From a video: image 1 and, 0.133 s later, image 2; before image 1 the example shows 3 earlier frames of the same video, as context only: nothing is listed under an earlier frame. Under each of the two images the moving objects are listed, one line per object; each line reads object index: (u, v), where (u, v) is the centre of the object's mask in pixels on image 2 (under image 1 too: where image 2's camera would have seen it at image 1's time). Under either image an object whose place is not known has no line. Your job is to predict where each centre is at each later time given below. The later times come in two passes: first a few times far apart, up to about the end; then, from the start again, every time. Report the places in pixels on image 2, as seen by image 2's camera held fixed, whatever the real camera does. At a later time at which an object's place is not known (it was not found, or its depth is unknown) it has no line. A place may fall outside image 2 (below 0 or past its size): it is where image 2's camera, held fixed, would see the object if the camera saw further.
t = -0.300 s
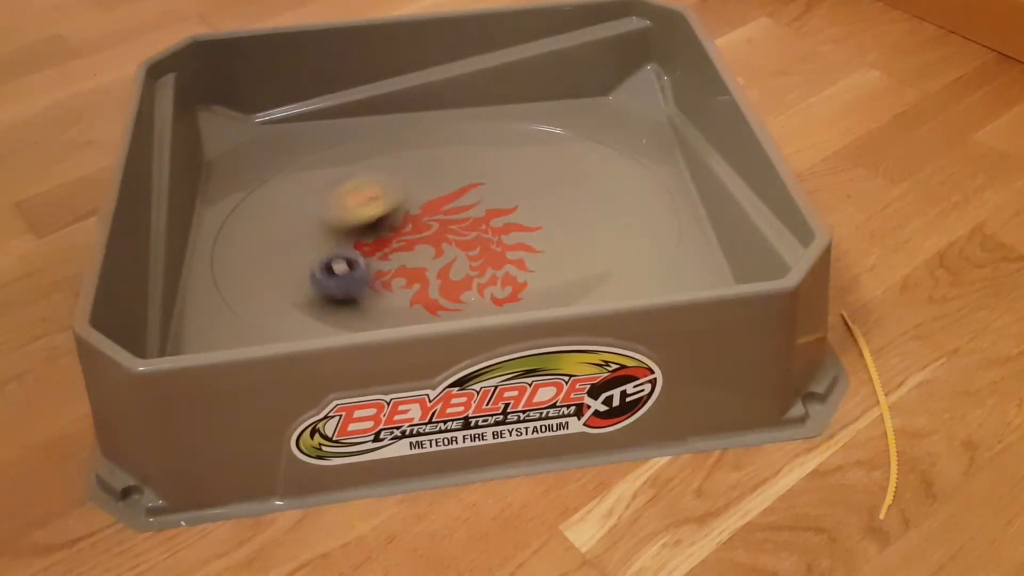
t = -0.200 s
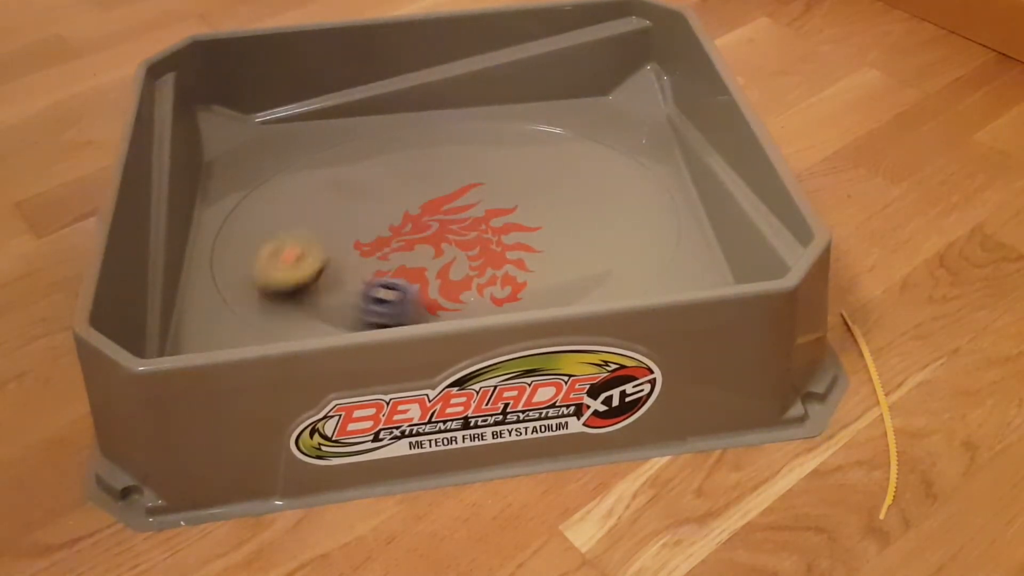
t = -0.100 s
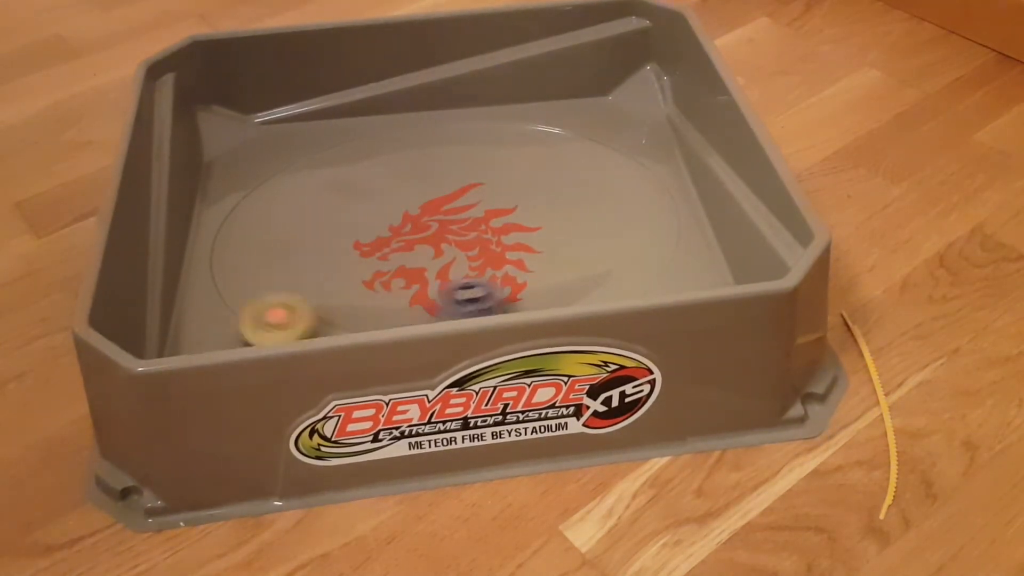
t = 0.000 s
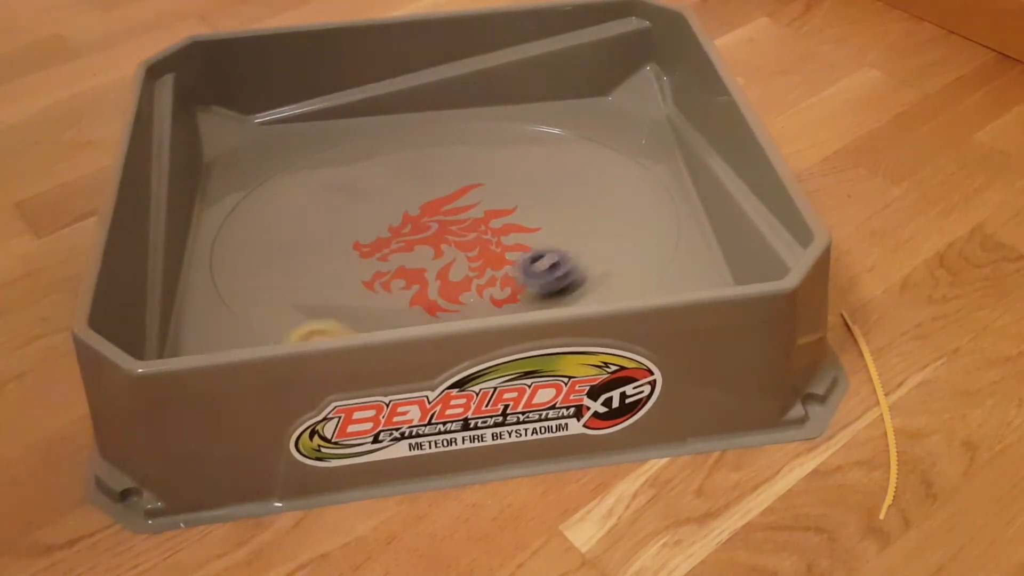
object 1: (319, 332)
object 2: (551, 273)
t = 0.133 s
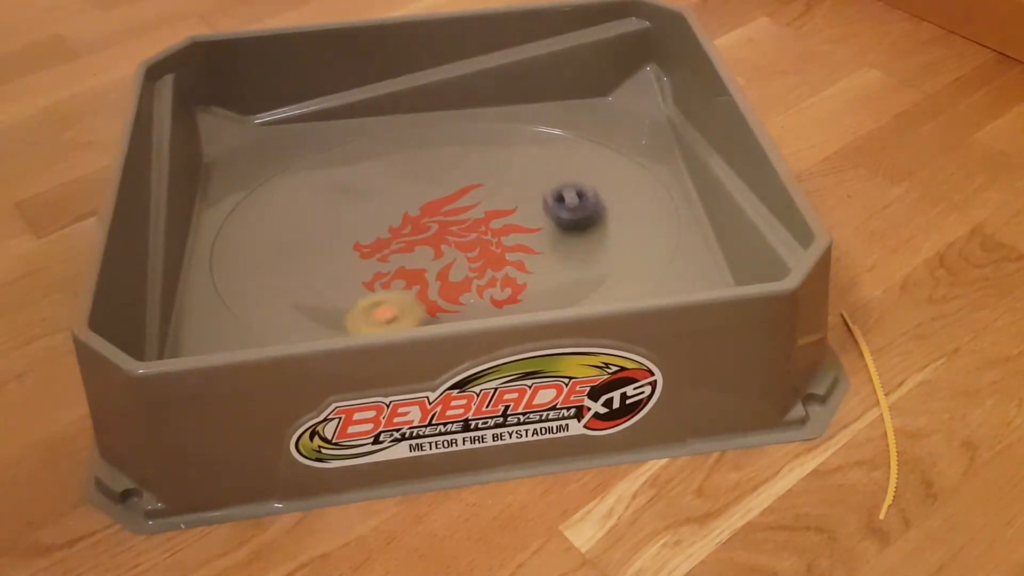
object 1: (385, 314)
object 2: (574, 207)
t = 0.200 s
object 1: (431, 304)
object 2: (552, 179)
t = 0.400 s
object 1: (551, 202)
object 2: (414, 165)
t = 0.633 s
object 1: (467, 107)
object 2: (294, 261)
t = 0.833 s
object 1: (321, 139)
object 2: (423, 310)
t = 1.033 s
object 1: (215, 226)
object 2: (577, 250)
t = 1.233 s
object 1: (297, 324)
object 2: (543, 162)
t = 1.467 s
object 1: (550, 298)
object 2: (370, 179)
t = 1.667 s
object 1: (674, 194)
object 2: (323, 274)
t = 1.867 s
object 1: (534, 114)
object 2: (465, 302)
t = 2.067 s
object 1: (340, 136)
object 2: (589, 233)
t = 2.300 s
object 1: (211, 237)
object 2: (511, 158)
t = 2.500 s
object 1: (352, 325)
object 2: (368, 199)
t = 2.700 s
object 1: (586, 289)
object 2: (348, 288)
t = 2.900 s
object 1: (671, 186)
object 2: (497, 298)
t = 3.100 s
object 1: (545, 116)
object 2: (587, 222)
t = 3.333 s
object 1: (360, 130)
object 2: (477, 166)
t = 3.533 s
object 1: (241, 190)
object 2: (340, 219)
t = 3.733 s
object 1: (226, 286)
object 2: (358, 302)
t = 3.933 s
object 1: (370, 325)
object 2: (516, 292)
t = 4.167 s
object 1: (594, 284)
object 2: (560, 196)
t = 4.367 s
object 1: (670, 185)
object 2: (439, 172)
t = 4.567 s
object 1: (560, 118)
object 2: (326, 234)
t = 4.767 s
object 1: (413, 117)
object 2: (390, 304)
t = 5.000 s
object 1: (276, 169)
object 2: (553, 258)
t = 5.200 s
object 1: (233, 253)
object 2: (535, 180)
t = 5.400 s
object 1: (304, 324)
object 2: (411, 180)
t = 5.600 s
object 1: (484, 313)
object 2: (339, 255)
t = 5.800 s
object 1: (638, 270)
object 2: (443, 302)
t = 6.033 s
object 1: (651, 159)
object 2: (569, 235)
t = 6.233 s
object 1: (520, 112)
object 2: (510, 175)
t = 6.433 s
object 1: (388, 125)
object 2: (386, 201)
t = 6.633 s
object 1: (283, 182)
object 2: (364, 276)
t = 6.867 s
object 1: (256, 284)
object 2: (509, 288)
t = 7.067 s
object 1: (357, 325)
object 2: (557, 215)
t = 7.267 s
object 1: (528, 305)
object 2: (464, 182)
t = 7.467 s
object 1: (648, 253)
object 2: (358, 230)
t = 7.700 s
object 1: (644, 154)
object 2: (423, 300)
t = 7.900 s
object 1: (536, 113)
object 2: (538, 260)
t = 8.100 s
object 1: (413, 120)
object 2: (515, 193)
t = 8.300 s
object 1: (309, 173)
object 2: (406, 196)
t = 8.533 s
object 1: (320, 296)
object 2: (367, 268)
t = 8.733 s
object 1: (497, 301)
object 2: (464, 285)
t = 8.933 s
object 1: (647, 266)
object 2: (549, 230)
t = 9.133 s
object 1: (675, 216)
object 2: (493, 190)
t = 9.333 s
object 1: (646, 186)
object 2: (391, 218)
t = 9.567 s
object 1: (537, 181)
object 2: (391, 288)
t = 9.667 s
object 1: (459, 195)
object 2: (440, 299)
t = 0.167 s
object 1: (404, 309)
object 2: (566, 192)
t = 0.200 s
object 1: (431, 304)
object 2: (552, 179)
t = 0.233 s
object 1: (454, 297)
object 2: (536, 169)
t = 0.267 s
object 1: (483, 284)
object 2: (514, 163)
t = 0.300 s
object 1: (508, 268)
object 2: (492, 156)
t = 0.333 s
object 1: (530, 245)
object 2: (466, 156)
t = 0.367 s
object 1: (543, 225)
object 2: (440, 158)
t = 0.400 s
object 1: (551, 202)
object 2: (414, 165)
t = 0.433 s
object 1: (553, 181)
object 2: (387, 172)
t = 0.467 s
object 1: (550, 158)
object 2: (360, 184)
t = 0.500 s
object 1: (538, 140)
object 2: (338, 197)
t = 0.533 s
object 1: (524, 127)
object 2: (319, 210)
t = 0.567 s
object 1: (508, 116)
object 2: (303, 227)
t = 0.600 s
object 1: (489, 108)
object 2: (296, 244)
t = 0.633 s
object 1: (467, 107)
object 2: (294, 261)
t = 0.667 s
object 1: (446, 112)
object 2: (301, 277)
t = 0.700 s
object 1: (421, 115)
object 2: (315, 292)
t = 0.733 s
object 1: (395, 118)
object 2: (334, 303)
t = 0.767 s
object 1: (371, 122)
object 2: (358, 311)
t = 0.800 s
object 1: (345, 129)
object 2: (387, 312)
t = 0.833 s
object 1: (321, 139)
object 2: (423, 310)
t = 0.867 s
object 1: (295, 151)
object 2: (456, 306)
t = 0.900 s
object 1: (272, 161)
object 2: (488, 301)
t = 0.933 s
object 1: (252, 175)
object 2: (519, 293)
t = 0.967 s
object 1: (237, 191)
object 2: (546, 283)
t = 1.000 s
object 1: (223, 206)
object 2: (564, 266)
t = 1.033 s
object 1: (215, 226)
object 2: (577, 250)
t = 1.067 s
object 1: (211, 244)
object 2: (585, 231)
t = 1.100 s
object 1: (216, 264)
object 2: (587, 214)
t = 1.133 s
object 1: (227, 286)
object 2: (583, 198)
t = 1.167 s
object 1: (247, 306)
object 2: (574, 183)
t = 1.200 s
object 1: (271, 318)
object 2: (561, 171)
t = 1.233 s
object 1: (297, 324)
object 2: (543, 162)
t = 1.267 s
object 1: (326, 326)
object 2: (523, 155)
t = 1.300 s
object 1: (364, 326)
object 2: (497, 151)
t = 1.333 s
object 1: (399, 325)
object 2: (473, 149)
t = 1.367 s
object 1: (438, 320)
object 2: (448, 153)
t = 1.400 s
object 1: (478, 314)
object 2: (421, 159)
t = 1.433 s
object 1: (519, 306)
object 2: (395, 168)
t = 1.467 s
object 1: (550, 298)
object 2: (370, 179)
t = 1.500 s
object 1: (590, 288)
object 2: (348, 193)
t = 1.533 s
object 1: (618, 276)
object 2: (331, 209)
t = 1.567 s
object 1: (641, 260)
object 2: (319, 225)
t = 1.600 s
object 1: (663, 237)
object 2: (313, 242)
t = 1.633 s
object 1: (675, 217)
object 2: (313, 258)
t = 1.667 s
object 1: (674, 194)
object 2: (323, 274)
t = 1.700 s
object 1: (662, 176)
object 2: (334, 287)
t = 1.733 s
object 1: (644, 157)
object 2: (356, 299)
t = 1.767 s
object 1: (623, 140)
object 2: (378, 307)
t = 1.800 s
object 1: (599, 130)
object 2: (405, 308)
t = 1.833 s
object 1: (566, 120)
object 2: (437, 306)
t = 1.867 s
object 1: (534, 114)
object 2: (465, 302)
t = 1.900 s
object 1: (503, 110)
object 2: (497, 298)
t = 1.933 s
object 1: (468, 110)
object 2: (523, 291)
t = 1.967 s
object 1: (434, 114)
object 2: (549, 280)
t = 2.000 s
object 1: (402, 121)
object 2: (568, 265)
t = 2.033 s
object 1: (371, 128)
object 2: (580, 250)
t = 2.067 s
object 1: (340, 136)
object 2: (589, 233)
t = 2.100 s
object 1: (313, 146)
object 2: (592, 218)
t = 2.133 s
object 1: (287, 155)
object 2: (589, 202)
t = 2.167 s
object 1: (264, 165)
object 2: (582, 189)
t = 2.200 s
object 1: (244, 181)
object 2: (569, 177)
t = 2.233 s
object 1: (229, 197)
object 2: (552, 168)
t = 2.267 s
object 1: (219, 215)
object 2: (533, 162)
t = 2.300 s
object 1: (211, 237)
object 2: (511, 158)
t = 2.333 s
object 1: (213, 259)
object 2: (487, 156)
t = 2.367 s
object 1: (225, 283)
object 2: (463, 160)
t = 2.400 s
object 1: (248, 306)
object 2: (436, 166)
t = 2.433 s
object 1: (277, 320)
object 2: (412, 174)
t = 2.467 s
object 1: (311, 326)
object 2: (389, 185)
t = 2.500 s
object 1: (352, 325)
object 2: (368, 199)
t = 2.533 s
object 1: (393, 324)
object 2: (348, 212)
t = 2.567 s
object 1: (436, 320)
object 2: (334, 228)
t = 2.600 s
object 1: (475, 314)
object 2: (328, 245)
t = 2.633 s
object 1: (516, 305)
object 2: (328, 260)
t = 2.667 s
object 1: (551, 297)
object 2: (336, 275)
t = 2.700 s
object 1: (586, 289)
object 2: (348, 288)
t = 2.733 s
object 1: (613, 278)
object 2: (368, 300)
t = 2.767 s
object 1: (635, 263)
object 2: (388, 306)
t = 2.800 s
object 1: (654, 245)
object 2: (410, 307)
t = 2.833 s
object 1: (669, 226)
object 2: (439, 306)
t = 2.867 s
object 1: (677, 207)
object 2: (466, 303)
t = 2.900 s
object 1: (671, 186)
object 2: (497, 298)
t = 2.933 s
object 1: (657, 170)
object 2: (523, 292)
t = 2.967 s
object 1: (641, 153)
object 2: (546, 284)
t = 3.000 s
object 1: (622, 139)
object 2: (564, 269)
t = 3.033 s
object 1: (600, 129)
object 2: (577, 254)
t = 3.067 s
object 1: (572, 121)
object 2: (585, 238)
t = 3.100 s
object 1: (545, 116)
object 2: (587, 222)
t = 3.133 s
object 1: (517, 111)
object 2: (583, 207)
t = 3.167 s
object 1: (492, 109)
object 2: (574, 194)
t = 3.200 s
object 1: (465, 111)
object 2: (562, 183)
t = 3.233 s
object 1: (437, 113)
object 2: (545, 175)
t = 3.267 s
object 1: (410, 118)
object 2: (526, 169)
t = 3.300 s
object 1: (384, 123)
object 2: (502, 166)
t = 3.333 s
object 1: (360, 130)
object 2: (477, 166)
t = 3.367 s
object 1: (339, 136)
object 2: (453, 169)
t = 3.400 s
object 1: (315, 145)
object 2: (427, 174)
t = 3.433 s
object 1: (294, 154)
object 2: (403, 182)
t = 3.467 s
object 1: (274, 165)
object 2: (381, 193)
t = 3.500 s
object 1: (257, 176)
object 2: (359, 205)
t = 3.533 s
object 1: (241, 190)
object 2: (340, 219)
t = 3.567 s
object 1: (231, 203)
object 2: (327, 235)
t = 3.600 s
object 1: (223, 218)
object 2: (321, 250)
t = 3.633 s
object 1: (217, 235)
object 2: (321, 264)
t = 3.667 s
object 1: (216, 252)
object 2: (329, 278)
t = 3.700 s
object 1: (220, 270)
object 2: (341, 291)
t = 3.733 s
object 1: (226, 286)
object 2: (358, 302)
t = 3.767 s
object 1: (242, 302)
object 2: (380, 307)
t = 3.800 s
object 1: (265, 316)
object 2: (405, 309)
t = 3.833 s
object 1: (283, 321)
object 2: (431, 307)
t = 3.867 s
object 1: (310, 324)
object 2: (459, 304)
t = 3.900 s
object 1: (337, 326)
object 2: (492, 300)
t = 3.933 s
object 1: (370, 325)
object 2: (516, 292)
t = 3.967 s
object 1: (404, 324)
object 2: (539, 283)
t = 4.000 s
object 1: (437, 320)
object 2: (557, 269)
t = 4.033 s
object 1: (471, 314)
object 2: (568, 253)
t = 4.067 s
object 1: (505, 307)
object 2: (574, 237)
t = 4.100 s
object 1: (537, 300)
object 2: (574, 221)
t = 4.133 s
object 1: (569, 291)
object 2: (569, 208)
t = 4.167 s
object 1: (594, 284)
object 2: (560, 196)
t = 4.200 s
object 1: (617, 272)
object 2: (546, 185)
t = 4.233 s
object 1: (635, 256)
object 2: (529, 177)
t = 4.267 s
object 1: (649, 239)
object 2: (509, 172)
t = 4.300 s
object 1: (660, 222)
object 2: (488, 169)
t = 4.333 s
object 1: (668, 205)
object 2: (464, 170)
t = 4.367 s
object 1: (670, 185)
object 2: (439, 172)
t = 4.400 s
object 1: (662, 169)
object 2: (415, 177)
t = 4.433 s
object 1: (643, 156)
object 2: (393, 186)
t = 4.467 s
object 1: (624, 144)
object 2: (371, 195)
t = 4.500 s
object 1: (608, 132)
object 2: (353, 207)
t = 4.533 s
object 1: (584, 125)
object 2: (337, 220)
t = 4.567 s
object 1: (560, 118)
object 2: (326, 234)
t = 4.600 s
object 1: (536, 114)
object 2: (323, 249)
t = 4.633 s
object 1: (511, 111)
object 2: (324, 263)
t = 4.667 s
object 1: (488, 109)
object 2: (333, 276)
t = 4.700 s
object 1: (462, 110)
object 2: (347, 289)
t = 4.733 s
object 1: (436, 114)
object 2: (368, 299)
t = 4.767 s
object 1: (413, 117)
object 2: (390, 304)
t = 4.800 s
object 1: (389, 121)
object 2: (415, 306)
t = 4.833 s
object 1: (367, 126)
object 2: (444, 303)
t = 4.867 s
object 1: (348, 132)
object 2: (469, 299)
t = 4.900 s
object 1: (325, 141)
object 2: (496, 294)
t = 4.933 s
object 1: (307, 149)
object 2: (520, 285)
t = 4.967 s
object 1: (291, 159)
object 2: (539, 273)
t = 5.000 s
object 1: (276, 169)
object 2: (553, 258)
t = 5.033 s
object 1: (263, 181)
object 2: (562, 243)
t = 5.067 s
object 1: (253, 192)
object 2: (566, 229)
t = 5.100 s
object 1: (243, 206)
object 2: (564, 214)
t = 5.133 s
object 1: (236, 222)
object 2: (558, 201)
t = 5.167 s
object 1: (232, 237)
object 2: (549, 190)
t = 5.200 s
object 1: (233, 253)
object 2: (535, 180)
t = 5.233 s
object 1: (236, 269)
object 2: (518, 174)
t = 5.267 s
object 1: (244, 283)
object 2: (500, 170)
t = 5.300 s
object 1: (254, 298)
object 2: (478, 168)
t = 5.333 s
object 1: (269, 311)
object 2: (455, 169)
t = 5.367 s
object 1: (285, 319)
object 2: (432, 174)
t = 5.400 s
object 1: (304, 324)
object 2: (411, 180)
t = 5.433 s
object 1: (327, 325)
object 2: (389, 189)
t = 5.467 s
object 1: (359, 324)
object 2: (371, 202)
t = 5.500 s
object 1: (391, 323)
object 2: (357, 214)
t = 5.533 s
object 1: (419, 322)
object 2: (345, 226)
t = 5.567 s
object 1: (454, 317)
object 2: (339, 240)
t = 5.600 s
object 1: (484, 313)
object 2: (339, 255)
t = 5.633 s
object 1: (513, 308)
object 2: (346, 268)
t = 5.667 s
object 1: (540, 303)
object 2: (356, 280)
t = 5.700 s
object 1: (565, 296)
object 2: (374, 291)
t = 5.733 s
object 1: (598, 289)
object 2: (394, 298)
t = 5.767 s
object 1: (619, 281)
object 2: (419, 302)
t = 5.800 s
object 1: (638, 270)
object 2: (443, 302)
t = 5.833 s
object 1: (654, 254)
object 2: (467, 298)
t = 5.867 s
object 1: (665, 240)
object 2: (494, 294)
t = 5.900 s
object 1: (674, 223)
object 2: (518, 286)
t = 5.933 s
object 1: (677, 208)
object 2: (537, 275)
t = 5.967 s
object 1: (671, 191)
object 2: (552, 262)
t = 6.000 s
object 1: (663, 174)
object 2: (563, 249)
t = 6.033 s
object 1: (651, 159)
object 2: (569, 235)
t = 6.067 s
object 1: (632, 147)
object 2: (570, 222)
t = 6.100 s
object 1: (613, 136)
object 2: (566, 209)
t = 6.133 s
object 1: (591, 127)
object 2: (558, 197)
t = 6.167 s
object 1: (568, 120)
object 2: (546, 187)
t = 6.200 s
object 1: (545, 115)
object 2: (529, 180)
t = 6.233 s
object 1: (520, 112)
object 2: (510, 175)
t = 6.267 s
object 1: (499, 110)
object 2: (491, 173)
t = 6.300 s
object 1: (477, 110)
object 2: (467, 172)
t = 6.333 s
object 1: (454, 111)
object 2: (445, 176)
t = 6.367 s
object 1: (431, 115)
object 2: (423, 182)
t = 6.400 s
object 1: (410, 119)
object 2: (404, 191)
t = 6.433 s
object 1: (388, 125)
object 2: (386, 201)
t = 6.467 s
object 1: (369, 132)
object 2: (372, 212)
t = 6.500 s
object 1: (347, 141)
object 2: (360, 224)
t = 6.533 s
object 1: (330, 149)
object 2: (351, 237)
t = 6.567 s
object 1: (312, 160)
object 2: (350, 250)
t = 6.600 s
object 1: (298, 170)
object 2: (357, 264)
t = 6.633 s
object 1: (283, 182)
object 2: (364, 276)
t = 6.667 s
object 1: (272, 194)
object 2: (378, 287)
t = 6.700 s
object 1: (260, 209)
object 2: (393, 295)
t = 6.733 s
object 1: (254, 222)
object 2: (414, 300)
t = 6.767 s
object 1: (249, 238)
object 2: (440, 301)
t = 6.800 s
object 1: (247, 254)
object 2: (462, 299)
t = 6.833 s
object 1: (250, 270)
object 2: (486, 296)
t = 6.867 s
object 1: (256, 284)
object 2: (509, 288)
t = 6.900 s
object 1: (266, 298)
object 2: (529, 279)
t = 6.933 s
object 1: (278, 310)
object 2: (544, 268)
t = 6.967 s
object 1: (293, 319)
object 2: (554, 255)
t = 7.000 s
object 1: (312, 323)
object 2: (560, 241)
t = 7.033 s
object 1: (328, 326)
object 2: (561, 228)
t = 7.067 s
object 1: (357, 325)
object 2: (557, 215)
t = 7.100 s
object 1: (389, 323)
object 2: (549, 204)
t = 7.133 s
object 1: (414, 321)
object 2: (538, 195)
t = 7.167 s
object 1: (445, 318)
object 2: (522, 189)
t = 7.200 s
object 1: (473, 314)
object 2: (505, 184)
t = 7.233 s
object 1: (501, 310)
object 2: (485, 181)
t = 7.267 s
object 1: (528, 305)
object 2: (464, 182)
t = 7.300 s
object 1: (553, 299)
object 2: (442, 185)
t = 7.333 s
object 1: (575, 294)
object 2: (418, 189)
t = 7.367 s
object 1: (600, 287)
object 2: (400, 198)
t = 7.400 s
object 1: (621, 277)
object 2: (382, 207)
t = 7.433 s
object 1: (635, 267)
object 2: (371, 219)
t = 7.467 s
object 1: (648, 253)
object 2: (358, 230)
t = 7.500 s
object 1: (658, 238)
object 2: (353, 244)
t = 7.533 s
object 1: (665, 223)
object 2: (353, 257)
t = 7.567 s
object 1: (668, 208)
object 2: (357, 269)
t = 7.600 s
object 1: (668, 194)
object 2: (369, 281)
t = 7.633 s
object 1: (664, 179)
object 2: (381, 290)
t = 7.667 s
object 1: (658, 166)
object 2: (398, 296)
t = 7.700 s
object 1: (644, 154)
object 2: (423, 300)
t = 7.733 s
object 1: (627, 145)
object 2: (447, 300)
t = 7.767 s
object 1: (613, 135)
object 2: (467, 296)
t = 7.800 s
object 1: (594, 127)
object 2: (492, 292)
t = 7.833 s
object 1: (575, 122)
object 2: (510, 283)
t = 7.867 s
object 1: (555, 117)
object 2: (527, 273)
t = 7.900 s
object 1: (536, 113)
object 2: (538, 260)
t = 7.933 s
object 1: (515, 112)
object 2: (545, 248)
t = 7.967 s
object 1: (494, 111)
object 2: (547, 235)
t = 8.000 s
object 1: (474, 111)
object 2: (544, 222)
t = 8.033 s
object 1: (453, 112)
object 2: (538, 211)
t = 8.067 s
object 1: (433, 116)
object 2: (528, 201)
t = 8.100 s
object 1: (413, 120)
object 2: (515, 193)
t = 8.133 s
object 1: (393, 125)
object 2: (500, 188)
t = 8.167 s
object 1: (376, 132)
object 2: (482, 184)
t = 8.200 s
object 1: (356, 141)
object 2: (463, 183)
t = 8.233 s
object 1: (340, 149)
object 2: (442, 185)
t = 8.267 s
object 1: (324, 161)
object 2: (425, 189)
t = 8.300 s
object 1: (309, 173)
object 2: (406, 196)
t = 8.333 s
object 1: (298, 189)
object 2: (389, 204)
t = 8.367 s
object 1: (286, 209)
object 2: (375, 213)
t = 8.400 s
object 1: (280, 228)
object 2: (363, 223)
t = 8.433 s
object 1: (280, 248)
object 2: (352, 234)
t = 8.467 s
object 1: (286, 267)
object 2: (352, 247)
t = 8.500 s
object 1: (299, 281)
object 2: (359, 259)
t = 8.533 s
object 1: (320, 296)
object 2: (367, 268)
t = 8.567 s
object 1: (344, 305)
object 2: (381, 275)
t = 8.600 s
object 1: (372, 310)
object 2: (393, 278)
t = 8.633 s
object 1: (404, 310)
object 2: (408, 280)
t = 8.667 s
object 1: (437, 309)
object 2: (428, 283)
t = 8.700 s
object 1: (466, 305)
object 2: (446, 283)
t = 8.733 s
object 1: (497, 301)
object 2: (464, 285)
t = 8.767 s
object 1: (530, 294)
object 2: (486, 279)
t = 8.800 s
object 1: (556, 290)
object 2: (507, 273)
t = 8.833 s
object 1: (586, 283)
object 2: (524, 263)
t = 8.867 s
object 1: (611, 279)
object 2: (538, 254)
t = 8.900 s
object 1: (634, 276)
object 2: (545, 242)
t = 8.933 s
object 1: (647, 266)
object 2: (549, 230)
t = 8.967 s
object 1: (651, 256)
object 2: (548, 220)
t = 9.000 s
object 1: (656, 246)
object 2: (543, 210)
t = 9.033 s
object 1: (662, 238)
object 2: (535, 202)
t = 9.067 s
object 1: (667, 231)
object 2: (525, 196)
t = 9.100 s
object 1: (672, 224)
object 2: (509, 191)
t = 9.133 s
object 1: (675, 216)
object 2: (493, 190)
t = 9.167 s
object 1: (672, 210)
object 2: (476, 190)
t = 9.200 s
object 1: (669, 204)
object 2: (459, 193)
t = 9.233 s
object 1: (665, 199)
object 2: (439, 197)
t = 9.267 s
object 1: (660, 194)
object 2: (421, 202)
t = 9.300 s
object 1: (654, 190)
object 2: (407, 212)
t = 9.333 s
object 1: (646, 186)
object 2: (391, 218)
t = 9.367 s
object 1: (637, 183)
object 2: (381, 228)
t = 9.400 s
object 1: (627, 180)
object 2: (373, 239)
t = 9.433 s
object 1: (615, 180)
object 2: (371, 250)
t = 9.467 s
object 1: (600, 180)
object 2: (370, 261)
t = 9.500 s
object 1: (582, 179)
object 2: (375, 272)
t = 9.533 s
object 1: (560, 179)
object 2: (381, 282)
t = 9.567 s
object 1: (537, 181)
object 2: (391, 288)
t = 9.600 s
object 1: (513, 184)
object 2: (403, 293)
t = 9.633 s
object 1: (484, 189)
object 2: (423, 299)
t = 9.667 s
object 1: (459, 195)
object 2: (440, 299)
